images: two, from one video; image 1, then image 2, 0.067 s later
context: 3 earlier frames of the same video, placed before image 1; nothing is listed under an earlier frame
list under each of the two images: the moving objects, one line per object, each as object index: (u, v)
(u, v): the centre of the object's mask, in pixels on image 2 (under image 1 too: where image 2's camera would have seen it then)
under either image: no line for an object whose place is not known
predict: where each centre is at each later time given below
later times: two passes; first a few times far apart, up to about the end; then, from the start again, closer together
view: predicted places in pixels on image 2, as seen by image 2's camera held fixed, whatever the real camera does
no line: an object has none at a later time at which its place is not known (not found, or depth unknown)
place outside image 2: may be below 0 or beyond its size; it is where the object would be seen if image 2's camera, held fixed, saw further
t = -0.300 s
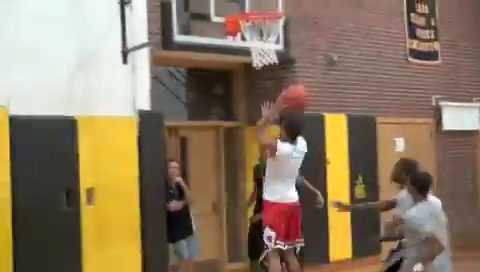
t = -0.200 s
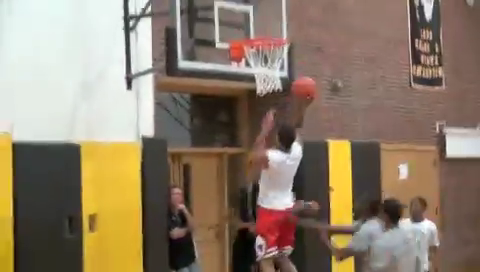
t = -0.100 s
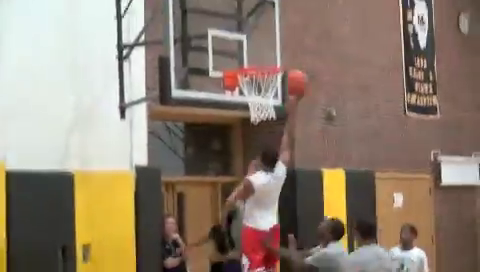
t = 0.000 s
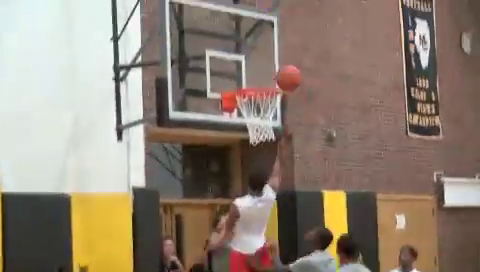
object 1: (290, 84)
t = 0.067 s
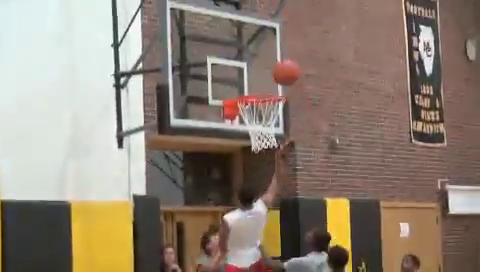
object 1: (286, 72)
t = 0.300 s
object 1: (274, 69)
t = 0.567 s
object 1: (262, 118)
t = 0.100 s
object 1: (286, 68)
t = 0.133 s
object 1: (283, 67)
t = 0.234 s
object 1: (278, 65)
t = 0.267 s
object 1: (275, 67)
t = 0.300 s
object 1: (274, 69)
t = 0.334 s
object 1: (273, 74)
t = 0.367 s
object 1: (271, 78)
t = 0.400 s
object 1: (268, 83)
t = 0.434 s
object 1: (266, 89)
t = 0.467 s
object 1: (266, 98)
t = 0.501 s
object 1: (261, 104)
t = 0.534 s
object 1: (261, 114)
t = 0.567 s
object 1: (262, 118)
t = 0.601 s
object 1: (263, 126)
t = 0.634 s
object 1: (264, 132)
